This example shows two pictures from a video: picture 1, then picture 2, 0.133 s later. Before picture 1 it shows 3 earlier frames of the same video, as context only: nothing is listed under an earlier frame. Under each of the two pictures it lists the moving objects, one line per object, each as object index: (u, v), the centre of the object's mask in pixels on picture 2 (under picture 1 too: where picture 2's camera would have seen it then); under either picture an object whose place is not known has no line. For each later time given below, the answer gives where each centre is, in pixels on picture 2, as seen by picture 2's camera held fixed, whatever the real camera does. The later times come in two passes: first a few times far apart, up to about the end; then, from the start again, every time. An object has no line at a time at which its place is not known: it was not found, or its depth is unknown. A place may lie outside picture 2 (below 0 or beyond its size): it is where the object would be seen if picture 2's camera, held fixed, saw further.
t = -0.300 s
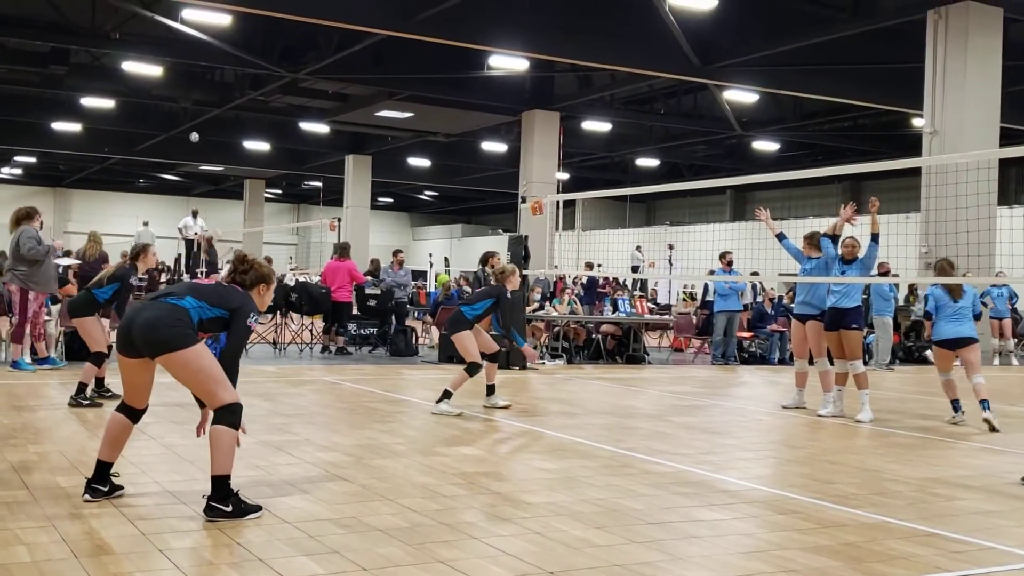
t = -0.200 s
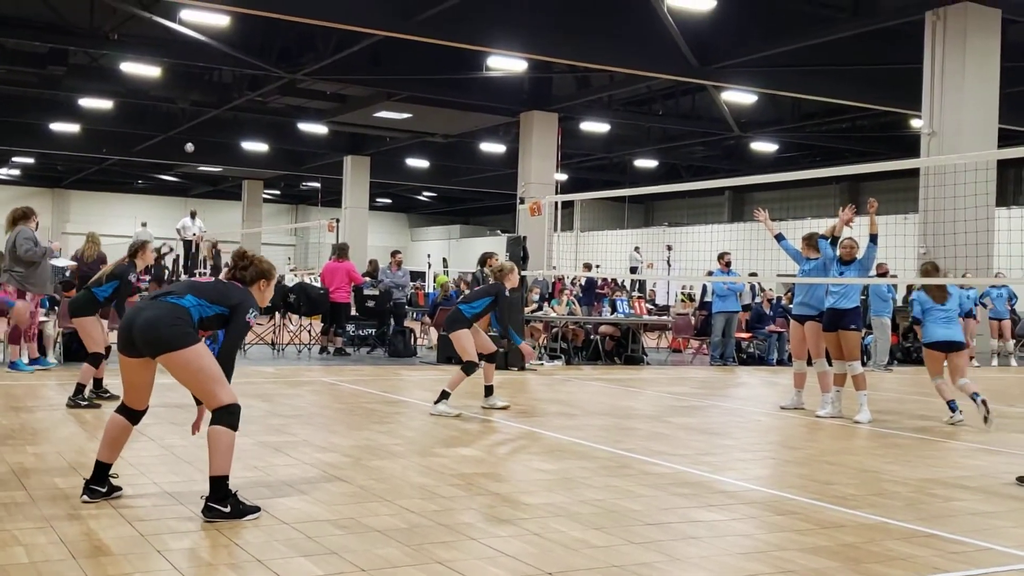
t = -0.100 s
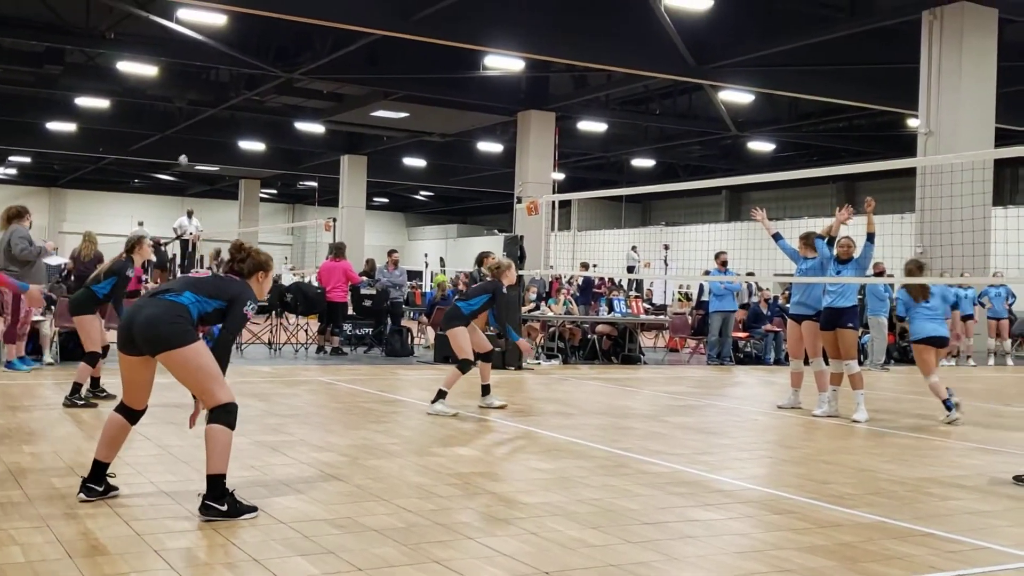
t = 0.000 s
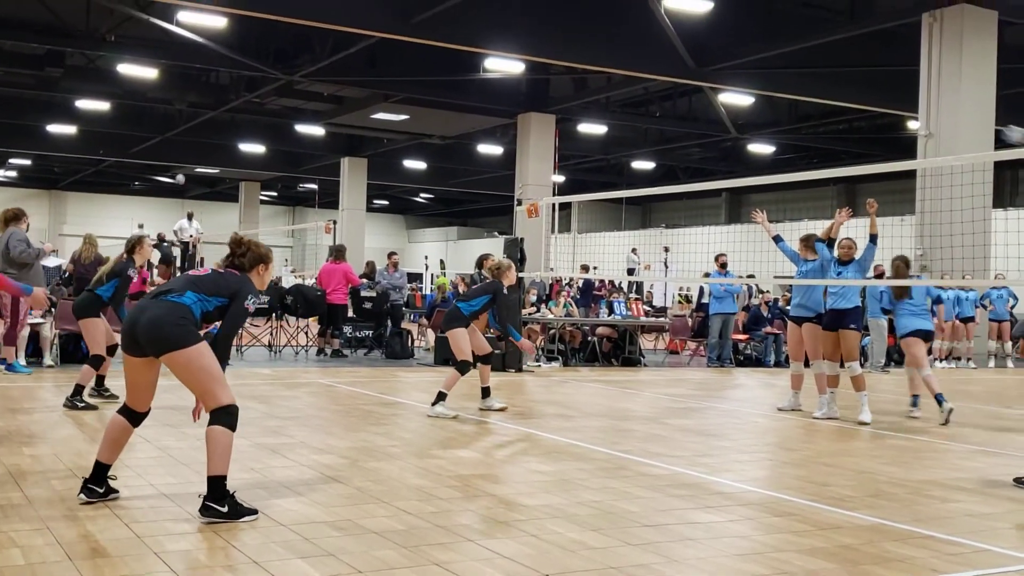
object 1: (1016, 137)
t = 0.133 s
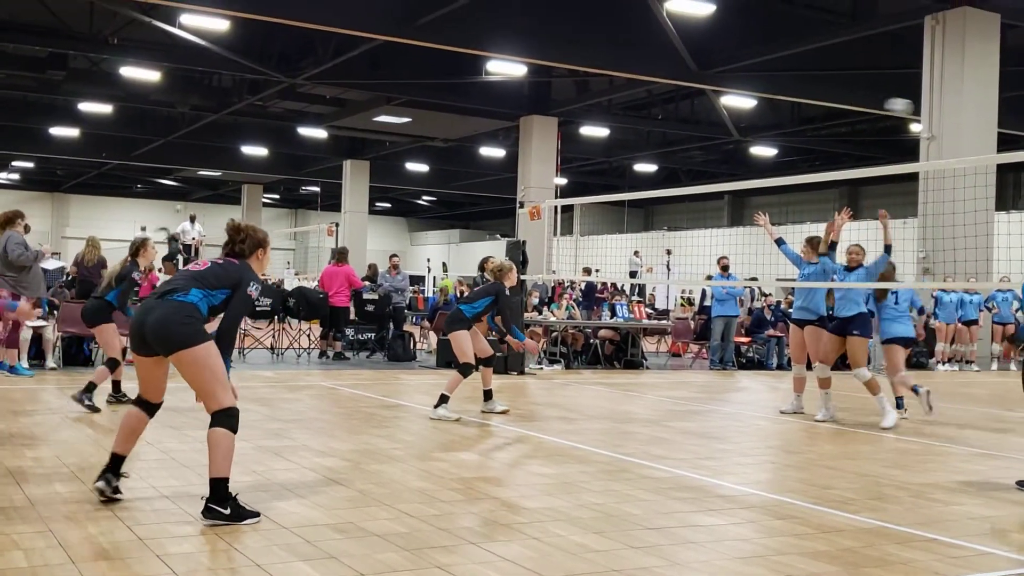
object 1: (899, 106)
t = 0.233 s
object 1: (805, 91)
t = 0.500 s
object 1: (539, 91)
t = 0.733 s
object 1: (286, 144)
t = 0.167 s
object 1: (868, 100)
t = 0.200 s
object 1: (836, 95)
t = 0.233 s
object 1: (805, 91)
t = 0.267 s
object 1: (773, 88)
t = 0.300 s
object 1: (742, 85)
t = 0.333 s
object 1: (708, 86)
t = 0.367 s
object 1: (674, 86)
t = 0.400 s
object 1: (641, 86)
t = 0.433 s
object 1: (608, 86)
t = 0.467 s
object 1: (573, 88)
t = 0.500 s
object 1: (539, 91)
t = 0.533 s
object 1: (504, 94)
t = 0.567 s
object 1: (469, 99)
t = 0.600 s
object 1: (434, 106)
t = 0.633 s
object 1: (399, 112)
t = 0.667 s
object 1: (362, 123)
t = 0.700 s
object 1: (328, 132)
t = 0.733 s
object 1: (286, 144)
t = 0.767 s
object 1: (248, 157)
